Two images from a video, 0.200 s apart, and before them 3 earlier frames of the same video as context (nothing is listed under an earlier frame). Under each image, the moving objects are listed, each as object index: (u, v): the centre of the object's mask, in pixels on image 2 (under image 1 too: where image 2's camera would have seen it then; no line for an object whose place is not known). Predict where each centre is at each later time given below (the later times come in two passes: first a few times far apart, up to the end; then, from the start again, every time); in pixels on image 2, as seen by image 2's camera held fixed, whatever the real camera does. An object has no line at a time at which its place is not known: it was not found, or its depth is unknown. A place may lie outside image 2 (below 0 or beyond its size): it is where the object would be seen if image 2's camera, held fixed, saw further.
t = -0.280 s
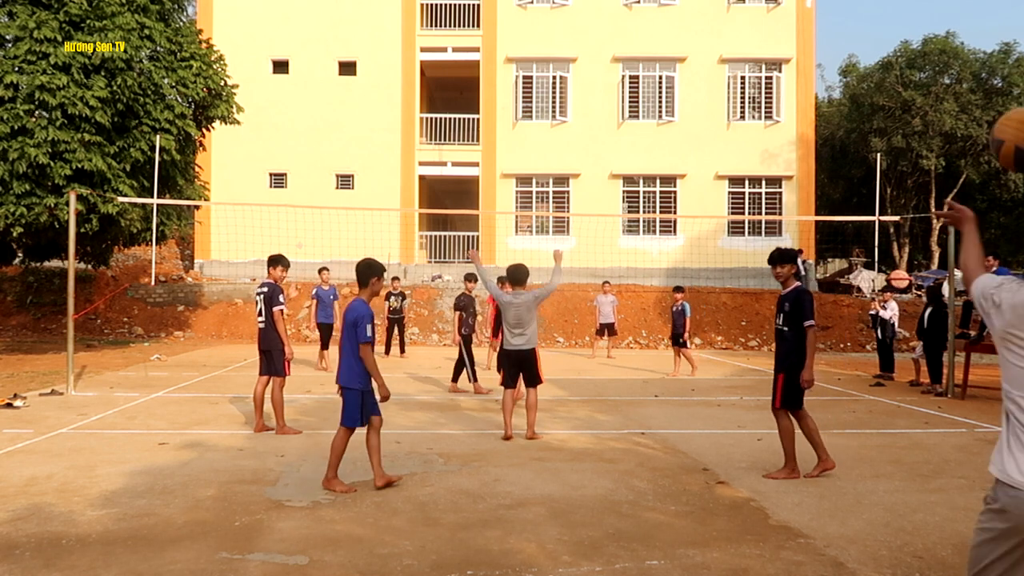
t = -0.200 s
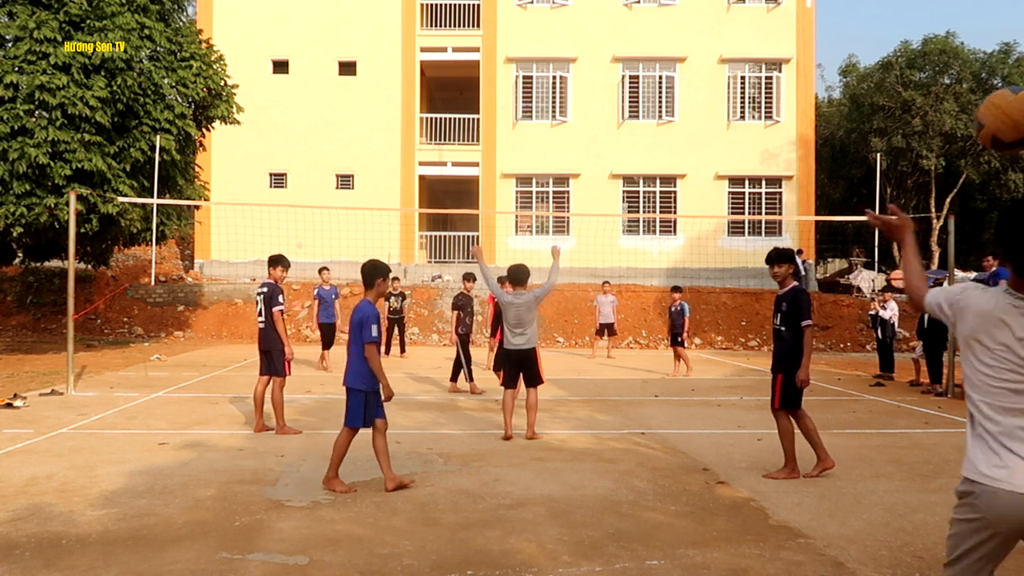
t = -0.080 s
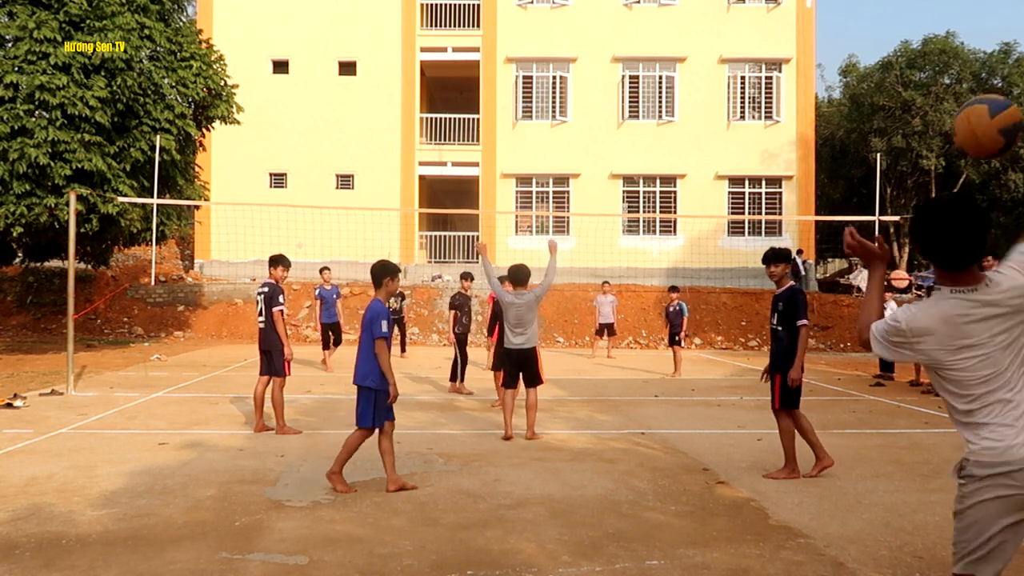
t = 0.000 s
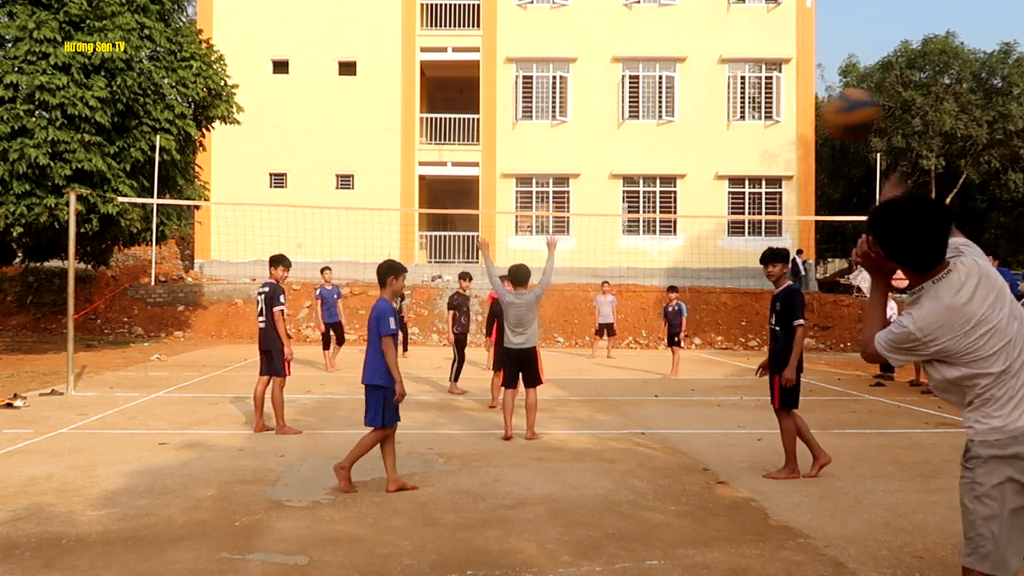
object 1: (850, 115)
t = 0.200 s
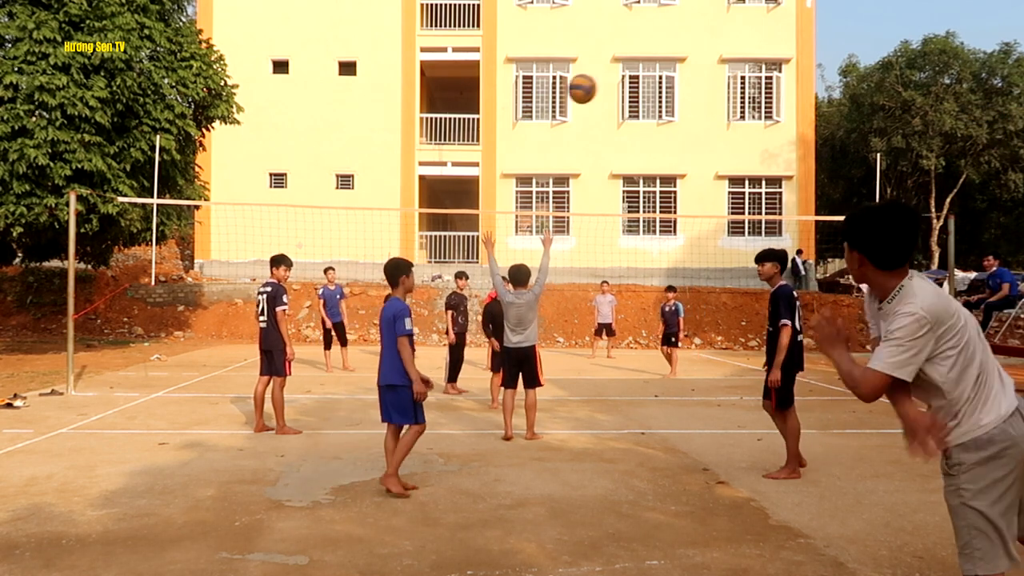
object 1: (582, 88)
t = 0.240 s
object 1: (556, 90)
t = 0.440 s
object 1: (475, 116)
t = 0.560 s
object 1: (448, 138)
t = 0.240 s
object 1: (556, 90)
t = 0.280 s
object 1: (534, 94)
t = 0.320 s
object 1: (516, 98)
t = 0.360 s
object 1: (500, 104)
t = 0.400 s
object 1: (486, 109)
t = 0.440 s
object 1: (475, 116)
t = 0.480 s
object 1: (465, 123)
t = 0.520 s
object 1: (456, 130)
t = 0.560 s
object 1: (448, 138)
